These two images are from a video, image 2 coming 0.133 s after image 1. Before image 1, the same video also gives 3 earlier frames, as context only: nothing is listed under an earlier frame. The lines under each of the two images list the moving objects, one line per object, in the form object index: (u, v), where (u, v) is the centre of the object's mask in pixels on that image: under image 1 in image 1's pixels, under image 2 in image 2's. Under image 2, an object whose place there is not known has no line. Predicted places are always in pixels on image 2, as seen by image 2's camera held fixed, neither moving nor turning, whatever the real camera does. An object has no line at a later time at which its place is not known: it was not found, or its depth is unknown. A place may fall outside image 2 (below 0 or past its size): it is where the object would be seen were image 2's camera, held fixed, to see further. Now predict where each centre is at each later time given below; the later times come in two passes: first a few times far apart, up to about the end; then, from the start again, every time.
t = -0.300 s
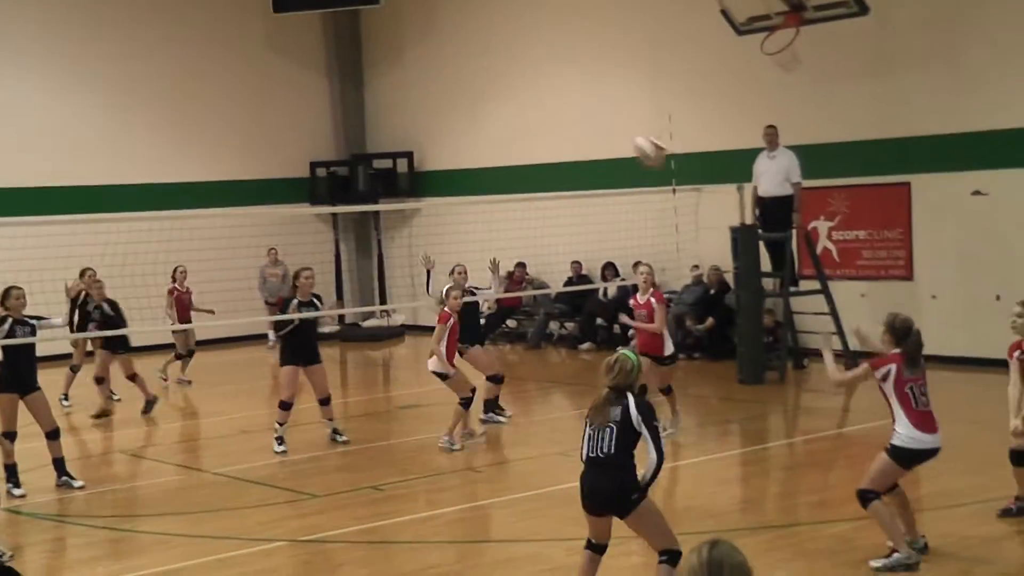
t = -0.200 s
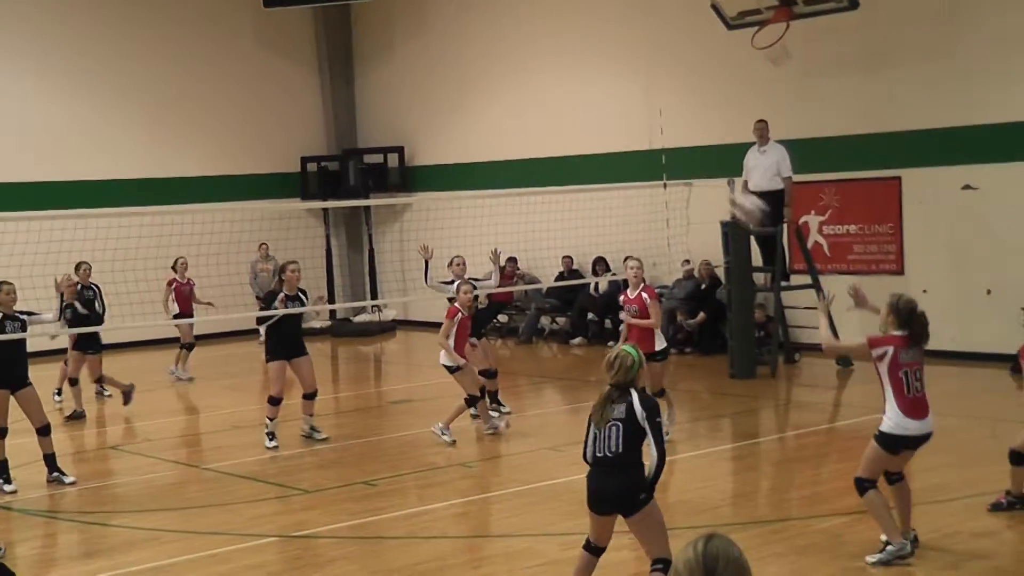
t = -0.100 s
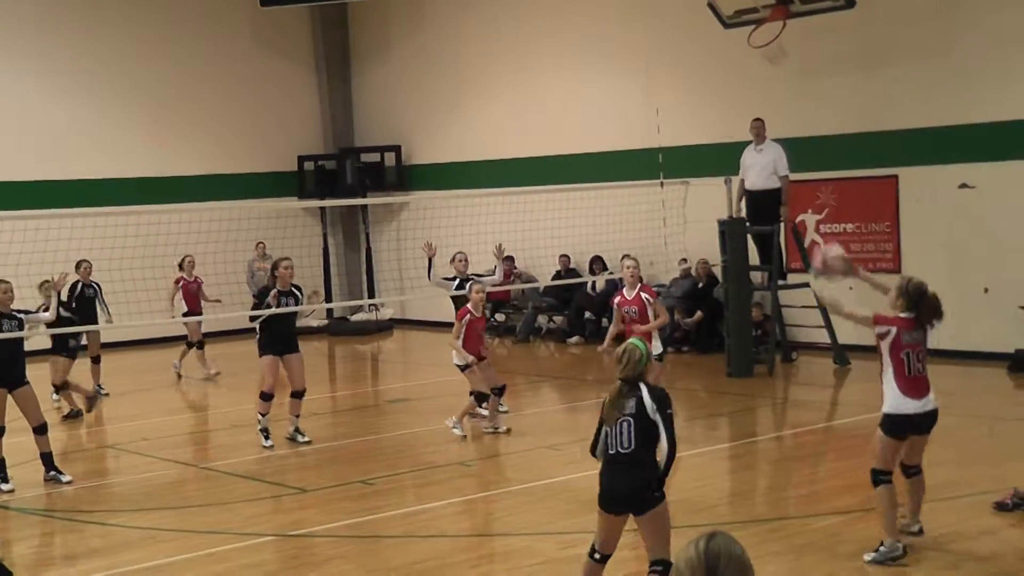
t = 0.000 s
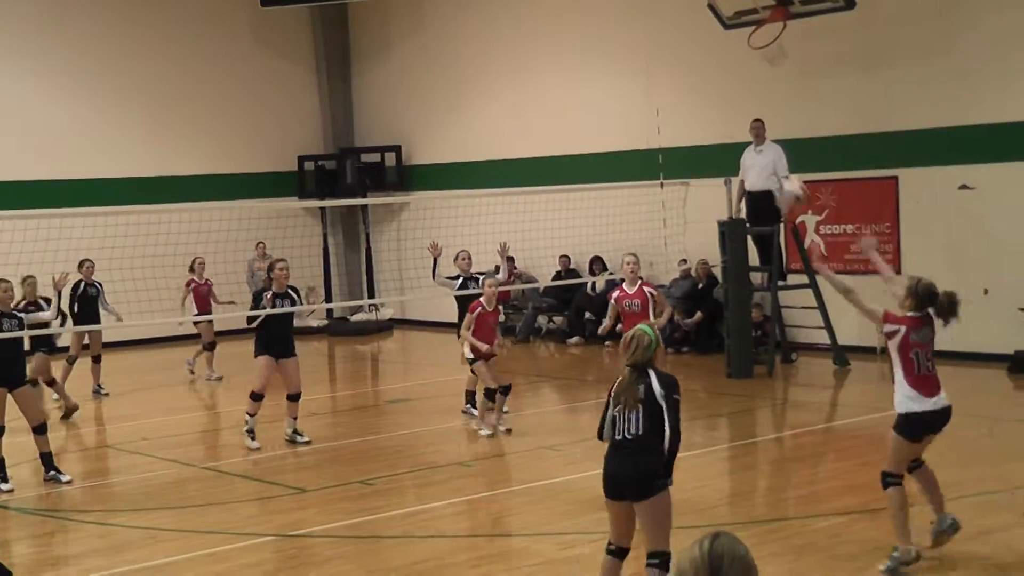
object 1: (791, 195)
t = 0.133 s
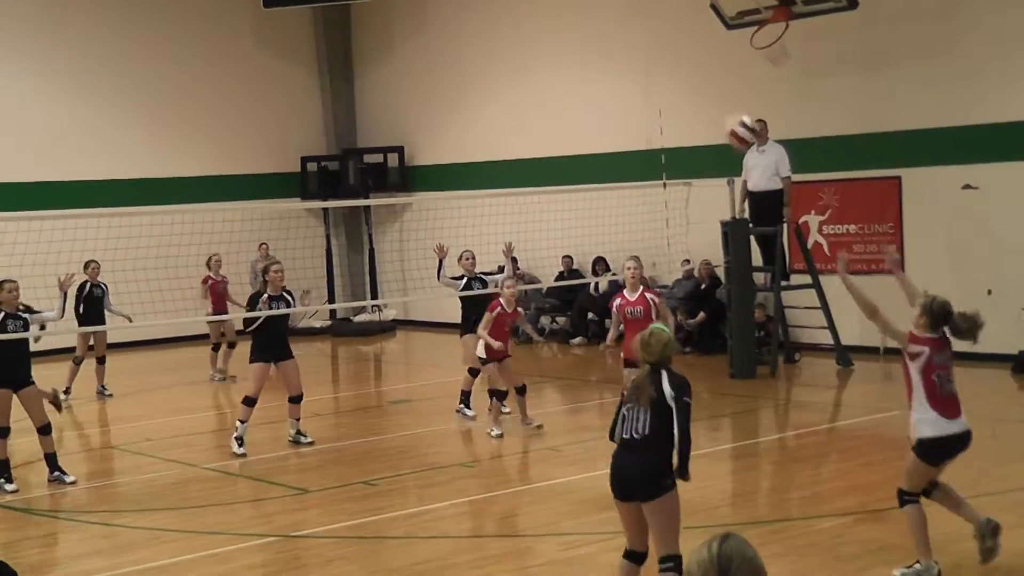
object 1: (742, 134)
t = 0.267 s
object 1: (692, 99)
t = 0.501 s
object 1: (618, 108)
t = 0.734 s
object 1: (555, 191)
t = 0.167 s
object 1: (730, 122)
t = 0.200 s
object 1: (717, 112)
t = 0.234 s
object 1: (704, 104)
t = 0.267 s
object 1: (692, 99)
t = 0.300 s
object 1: (681, 96)
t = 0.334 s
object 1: (671, 94)
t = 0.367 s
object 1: (660, 93)
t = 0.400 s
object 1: (650, 95)
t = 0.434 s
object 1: (639, 97)
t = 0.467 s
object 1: (628, 102)
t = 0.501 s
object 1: (618, 108)
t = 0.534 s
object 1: (608, 117)
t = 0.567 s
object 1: (598, 125)
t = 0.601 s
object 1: (589, 136)
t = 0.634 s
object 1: (580, 148)
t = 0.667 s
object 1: (570, 161)
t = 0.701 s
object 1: (562, 175)
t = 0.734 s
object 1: (555, 191)
